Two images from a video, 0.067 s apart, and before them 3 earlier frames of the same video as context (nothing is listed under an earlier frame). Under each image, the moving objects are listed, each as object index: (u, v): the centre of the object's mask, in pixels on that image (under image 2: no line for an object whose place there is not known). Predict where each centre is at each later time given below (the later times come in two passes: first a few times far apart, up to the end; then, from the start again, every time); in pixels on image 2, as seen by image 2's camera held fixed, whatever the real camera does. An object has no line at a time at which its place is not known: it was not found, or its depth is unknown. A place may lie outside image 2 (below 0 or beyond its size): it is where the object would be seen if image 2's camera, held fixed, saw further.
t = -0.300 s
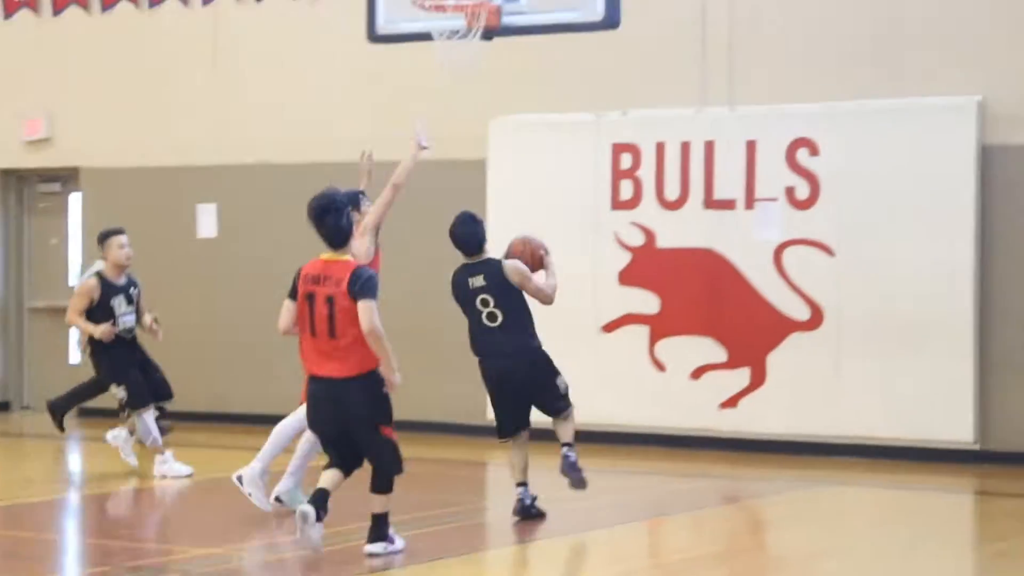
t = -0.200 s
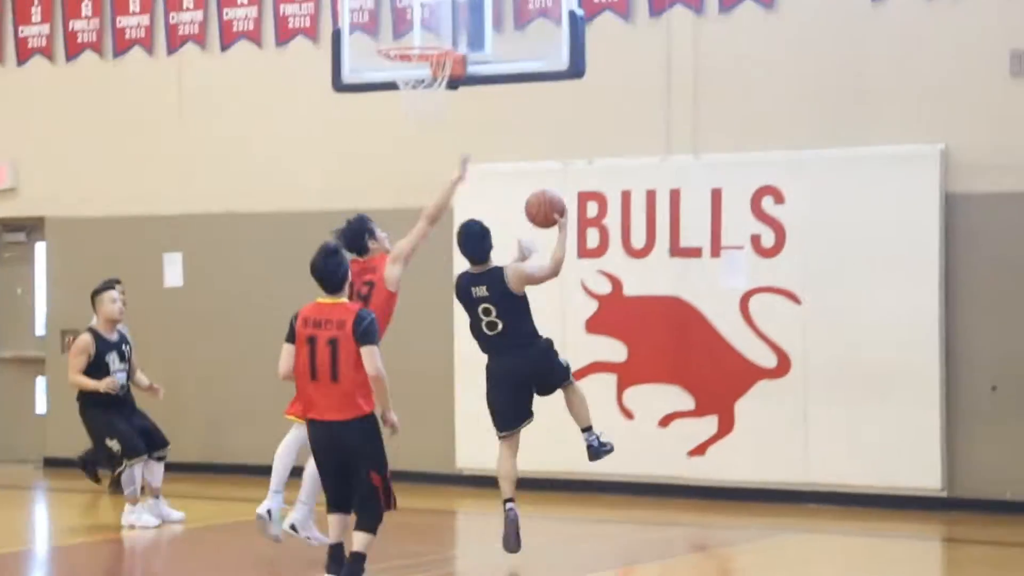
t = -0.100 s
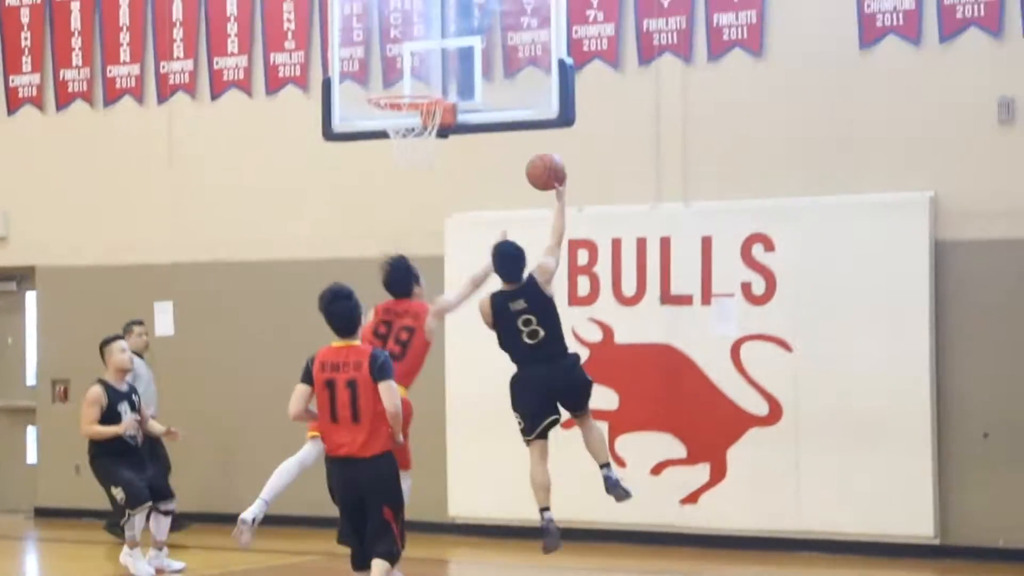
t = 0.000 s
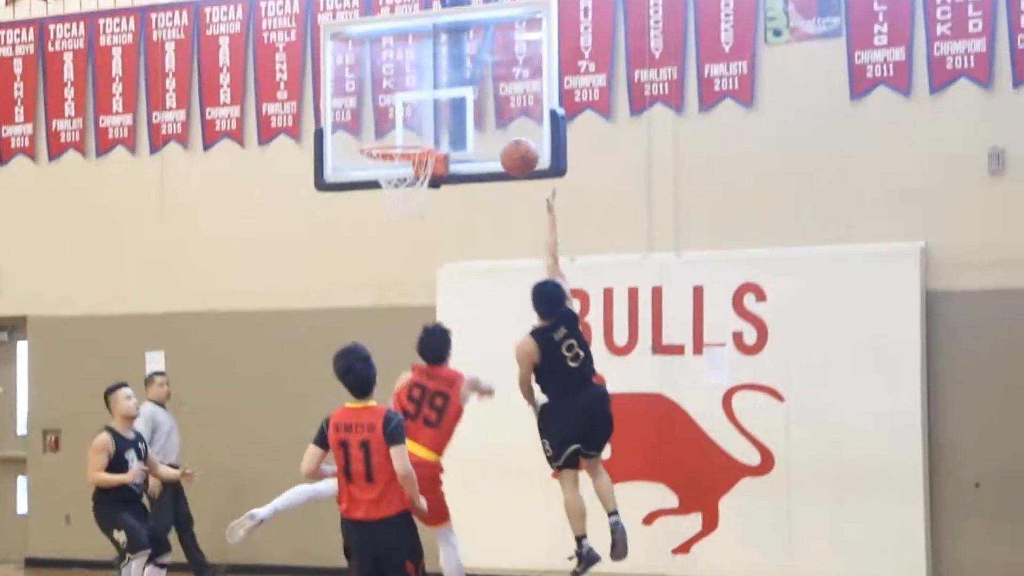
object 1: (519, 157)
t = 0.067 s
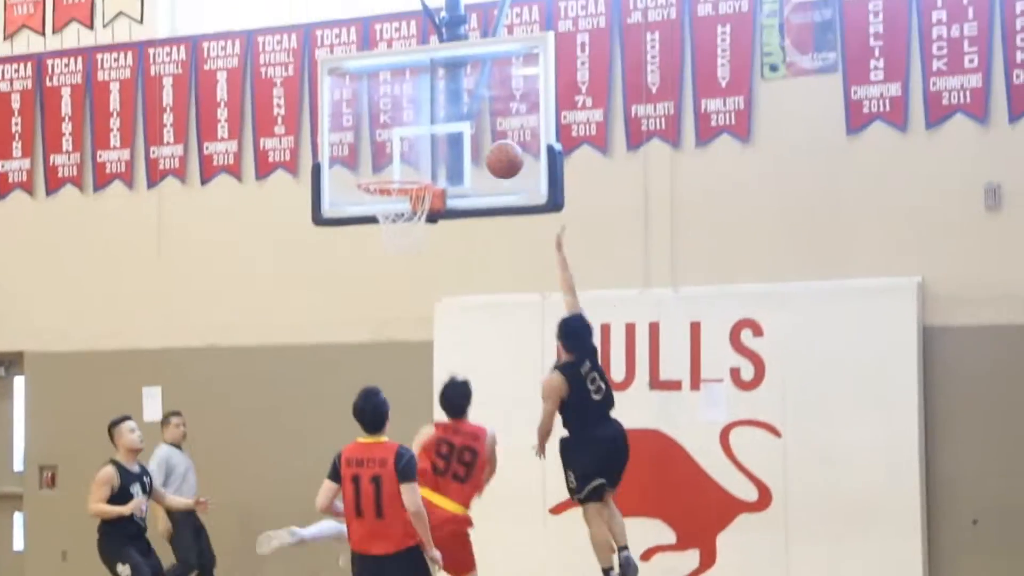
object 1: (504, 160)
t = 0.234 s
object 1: (476, 114)
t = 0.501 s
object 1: (420, 125)
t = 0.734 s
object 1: (372, 216)
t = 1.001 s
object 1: (384, 307)
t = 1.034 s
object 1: (385, 325)
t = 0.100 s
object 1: (498, 147)
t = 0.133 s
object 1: (492, 135)
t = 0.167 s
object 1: (487, 126)
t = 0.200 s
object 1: (482, 119)
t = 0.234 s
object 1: (476, 114)
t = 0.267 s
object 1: (470, 110)
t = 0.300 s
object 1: (464, 108)
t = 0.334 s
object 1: (457, 107)
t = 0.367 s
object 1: (450, 106)
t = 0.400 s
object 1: (443, 108)
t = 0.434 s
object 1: (435, 112)
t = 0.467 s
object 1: (427, 118)
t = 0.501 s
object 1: (420, 125)
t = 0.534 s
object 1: (413, 133)
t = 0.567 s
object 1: (405, 144)
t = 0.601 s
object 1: (398, 156)
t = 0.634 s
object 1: (390, 168)
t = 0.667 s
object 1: (383, 184)
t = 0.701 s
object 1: (376, 202)
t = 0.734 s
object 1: (372, 216)
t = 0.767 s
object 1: (372, 223)
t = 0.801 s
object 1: (373, 230)
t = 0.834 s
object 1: (375, 238)
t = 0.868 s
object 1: (377, 248)
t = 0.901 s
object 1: (379, 260)
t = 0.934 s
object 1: (380, 274)
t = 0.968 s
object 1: (382, 289)
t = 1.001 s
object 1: (384, 307)
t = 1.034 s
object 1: (385, 325)
